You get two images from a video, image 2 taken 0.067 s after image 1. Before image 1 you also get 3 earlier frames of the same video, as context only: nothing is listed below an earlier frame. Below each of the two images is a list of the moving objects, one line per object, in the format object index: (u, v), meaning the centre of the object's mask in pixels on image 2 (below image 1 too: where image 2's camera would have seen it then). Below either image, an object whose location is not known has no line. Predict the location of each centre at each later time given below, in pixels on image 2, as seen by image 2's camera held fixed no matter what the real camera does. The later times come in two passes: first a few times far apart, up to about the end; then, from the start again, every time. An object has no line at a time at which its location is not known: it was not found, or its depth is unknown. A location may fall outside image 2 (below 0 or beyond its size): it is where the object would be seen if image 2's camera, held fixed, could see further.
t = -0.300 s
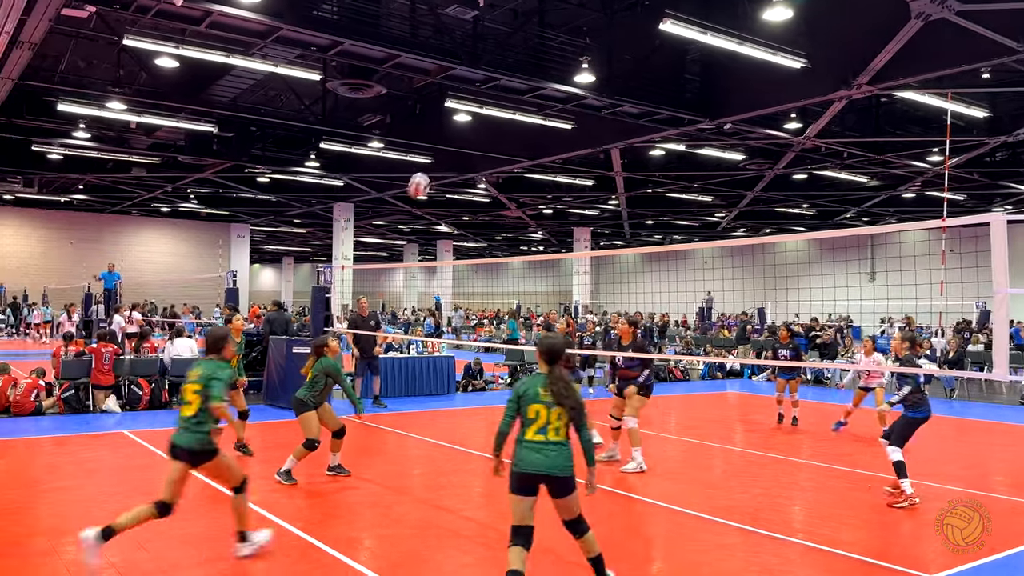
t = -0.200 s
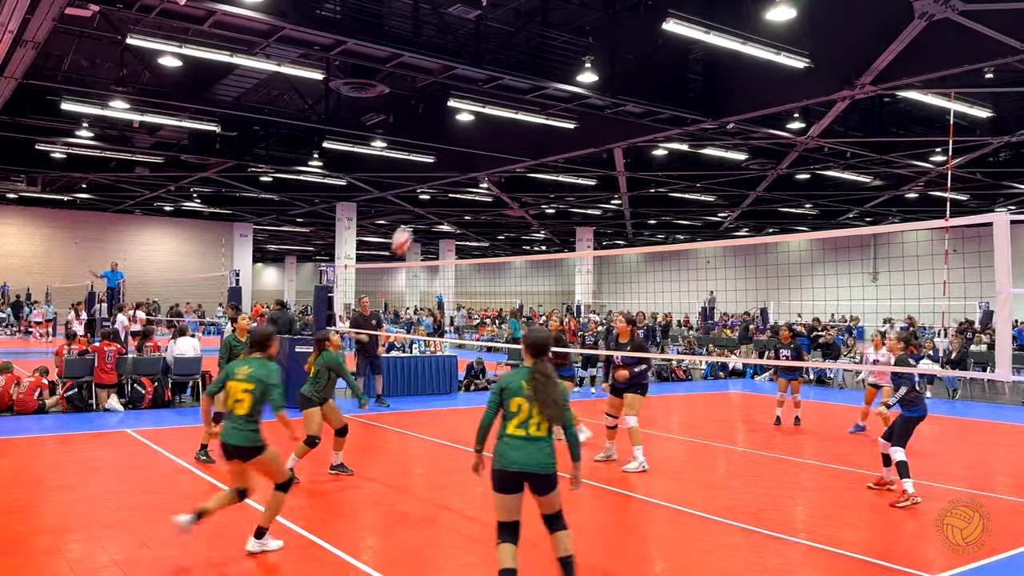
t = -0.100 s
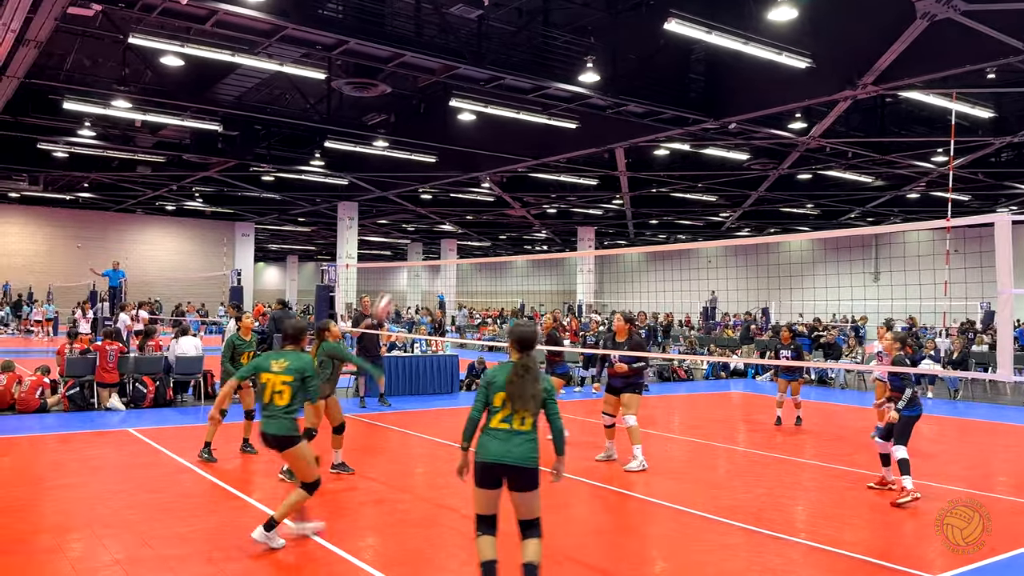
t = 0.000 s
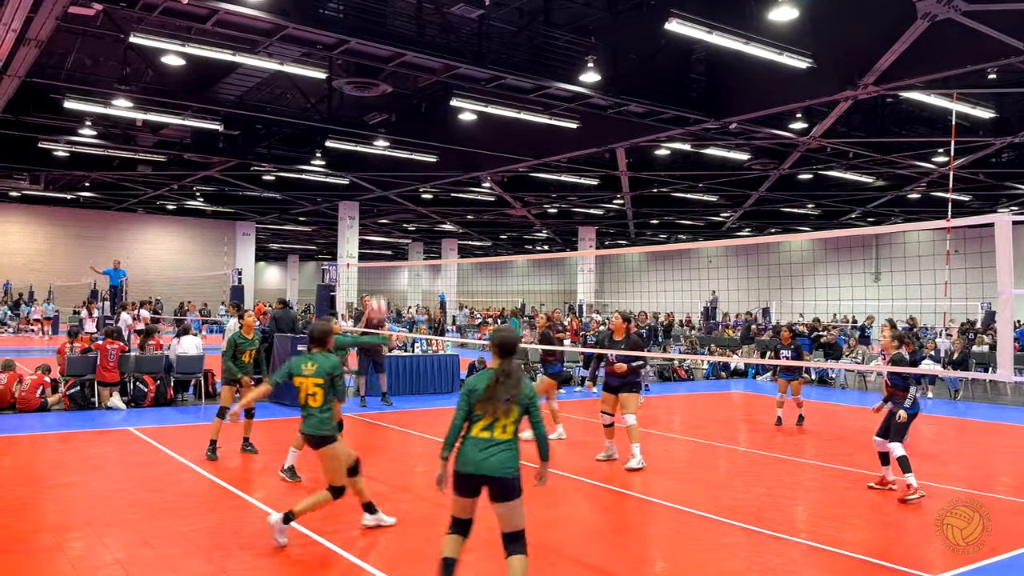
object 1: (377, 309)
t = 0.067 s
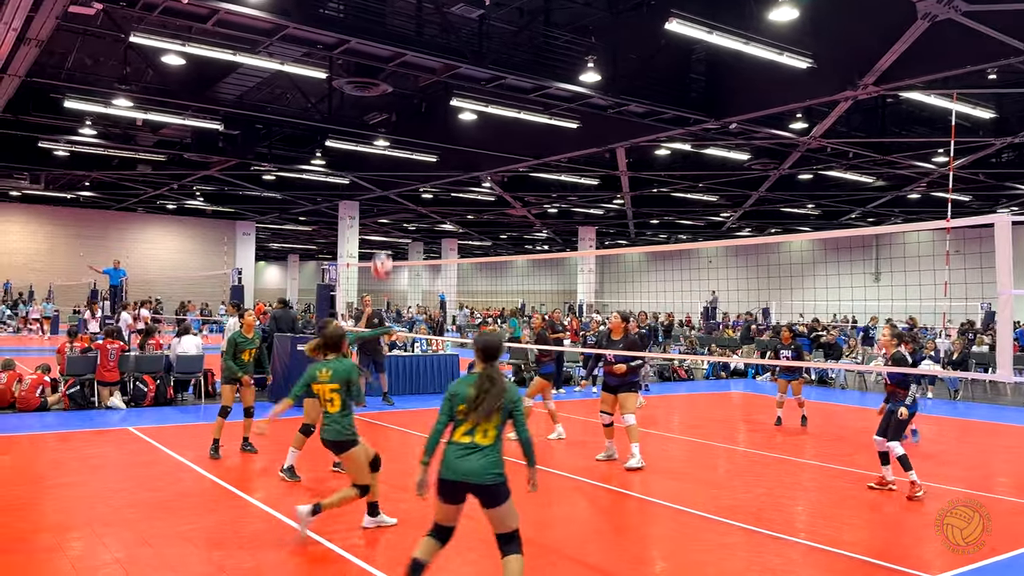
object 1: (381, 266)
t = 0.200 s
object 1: (389, 189)
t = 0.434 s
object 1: (401, 86)
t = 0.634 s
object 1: (413, 36)
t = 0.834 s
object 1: (425, 34)
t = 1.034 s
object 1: (438, 97)
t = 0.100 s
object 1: (383, 246)
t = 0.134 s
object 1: (385, 225)
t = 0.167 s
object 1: (387, 207)
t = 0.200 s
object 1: (389, 189)
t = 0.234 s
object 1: (391, 172)
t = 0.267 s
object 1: (393, 156)
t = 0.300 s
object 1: (395, 138)
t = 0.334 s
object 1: (396, 124)
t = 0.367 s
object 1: (398, 111)
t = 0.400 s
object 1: (400, 98)
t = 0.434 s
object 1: (401, 86)
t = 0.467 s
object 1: (403, 74)
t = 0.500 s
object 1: (405, 64)
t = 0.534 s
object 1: (407, 55)
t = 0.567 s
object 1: (409, 47)
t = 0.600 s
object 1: (411, 41)
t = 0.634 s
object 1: (413, 36)
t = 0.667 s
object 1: (415, 32)
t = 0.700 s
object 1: (417, 29)
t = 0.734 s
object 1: (419, 28)
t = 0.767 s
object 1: (421, 29)
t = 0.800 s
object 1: (423, 30)
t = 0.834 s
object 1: (425, 34)
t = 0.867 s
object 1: (427, 40)
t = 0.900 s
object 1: (429, 48)
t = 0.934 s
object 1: (432, 57)
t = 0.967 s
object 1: (434, 68)
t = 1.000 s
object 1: (437, 82)
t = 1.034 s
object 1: (438, 97)
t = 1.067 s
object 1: (440, 116)
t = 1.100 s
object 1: (442, 136)
